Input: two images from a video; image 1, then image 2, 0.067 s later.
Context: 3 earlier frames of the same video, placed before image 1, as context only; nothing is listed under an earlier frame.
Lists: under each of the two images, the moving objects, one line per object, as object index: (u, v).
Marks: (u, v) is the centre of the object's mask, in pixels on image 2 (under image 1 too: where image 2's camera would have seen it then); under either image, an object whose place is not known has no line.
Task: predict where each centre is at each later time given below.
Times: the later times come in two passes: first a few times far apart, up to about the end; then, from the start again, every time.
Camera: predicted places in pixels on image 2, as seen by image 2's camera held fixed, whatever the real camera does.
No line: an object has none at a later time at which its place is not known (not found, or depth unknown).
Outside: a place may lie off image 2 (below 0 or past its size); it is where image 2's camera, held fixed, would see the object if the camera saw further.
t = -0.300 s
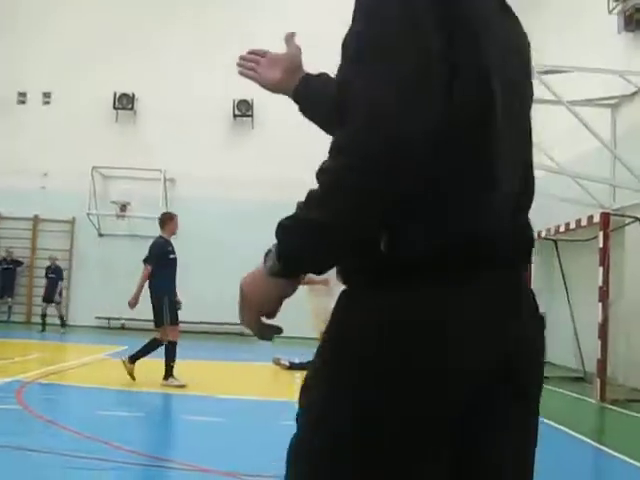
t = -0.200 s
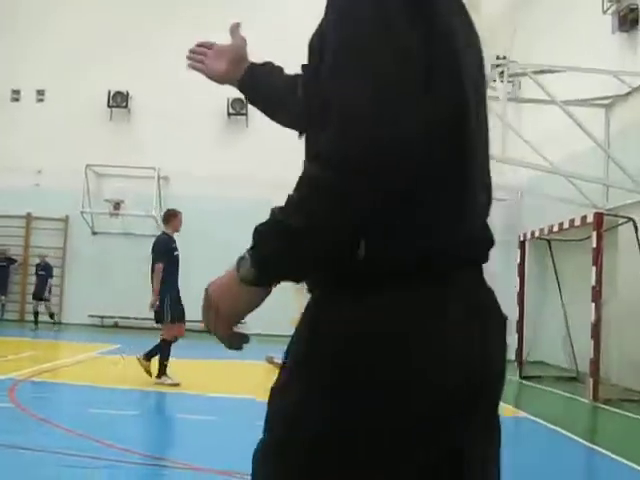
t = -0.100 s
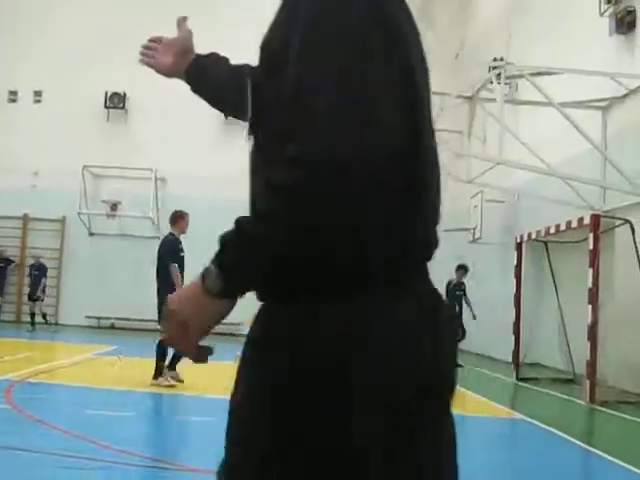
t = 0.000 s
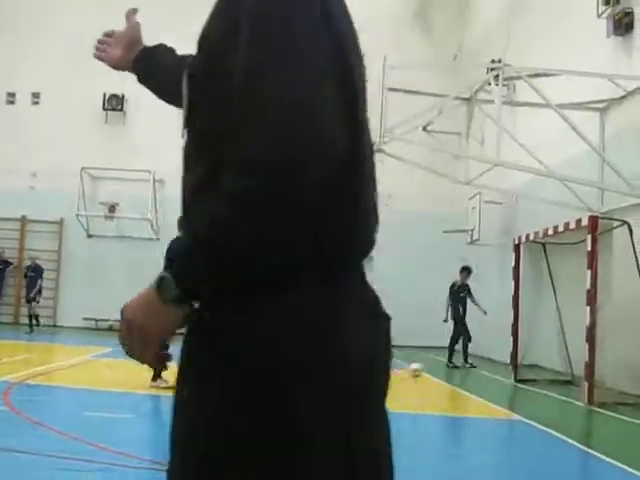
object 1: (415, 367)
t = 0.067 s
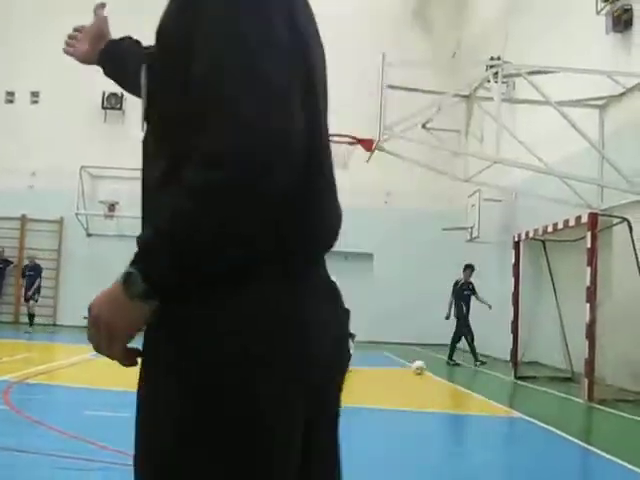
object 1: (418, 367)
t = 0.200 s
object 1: (424, 368)
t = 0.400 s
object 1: (433, 369)
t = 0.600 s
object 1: (443, 369)
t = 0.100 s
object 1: (419, 368)
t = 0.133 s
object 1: (421, 368)
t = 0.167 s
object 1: (423, 368)
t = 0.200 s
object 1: (424, 368)
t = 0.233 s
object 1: (426, 368)
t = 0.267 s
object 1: (428, 368)
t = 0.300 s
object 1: (429, 369)
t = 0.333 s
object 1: (432, 368)
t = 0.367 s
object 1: (432, 368)
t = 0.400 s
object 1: (433, 369)
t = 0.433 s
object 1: (436, 368)
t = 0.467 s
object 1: (436, 368)
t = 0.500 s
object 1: (438, 369)
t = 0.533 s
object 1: (440, 369)
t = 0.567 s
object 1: (441, 369)
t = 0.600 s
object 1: (443, 369)
